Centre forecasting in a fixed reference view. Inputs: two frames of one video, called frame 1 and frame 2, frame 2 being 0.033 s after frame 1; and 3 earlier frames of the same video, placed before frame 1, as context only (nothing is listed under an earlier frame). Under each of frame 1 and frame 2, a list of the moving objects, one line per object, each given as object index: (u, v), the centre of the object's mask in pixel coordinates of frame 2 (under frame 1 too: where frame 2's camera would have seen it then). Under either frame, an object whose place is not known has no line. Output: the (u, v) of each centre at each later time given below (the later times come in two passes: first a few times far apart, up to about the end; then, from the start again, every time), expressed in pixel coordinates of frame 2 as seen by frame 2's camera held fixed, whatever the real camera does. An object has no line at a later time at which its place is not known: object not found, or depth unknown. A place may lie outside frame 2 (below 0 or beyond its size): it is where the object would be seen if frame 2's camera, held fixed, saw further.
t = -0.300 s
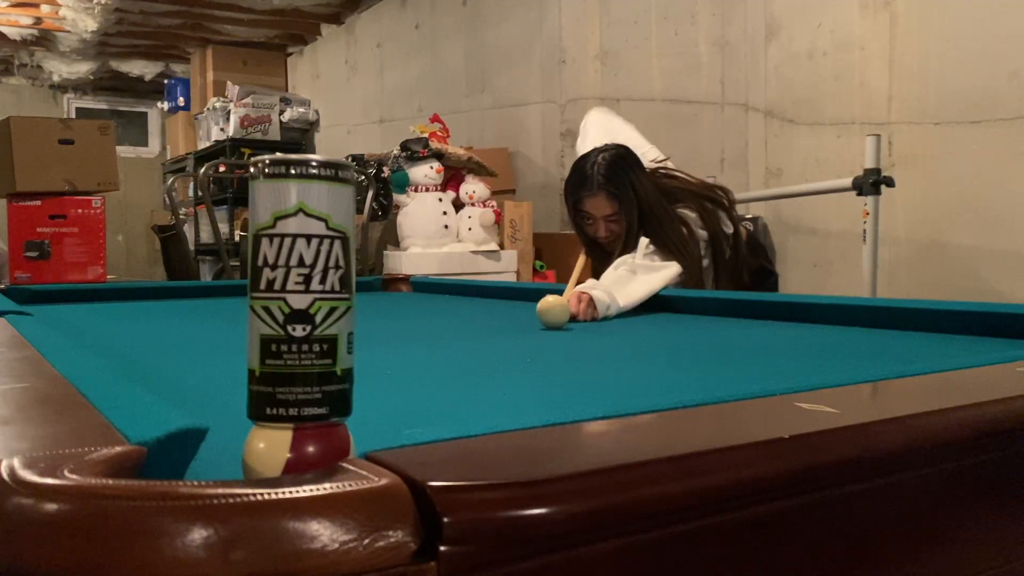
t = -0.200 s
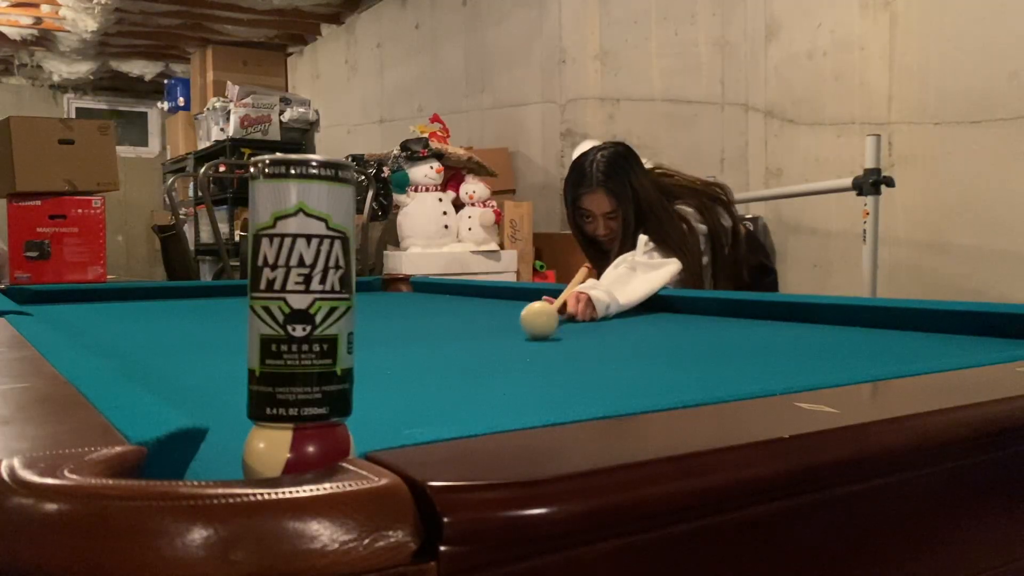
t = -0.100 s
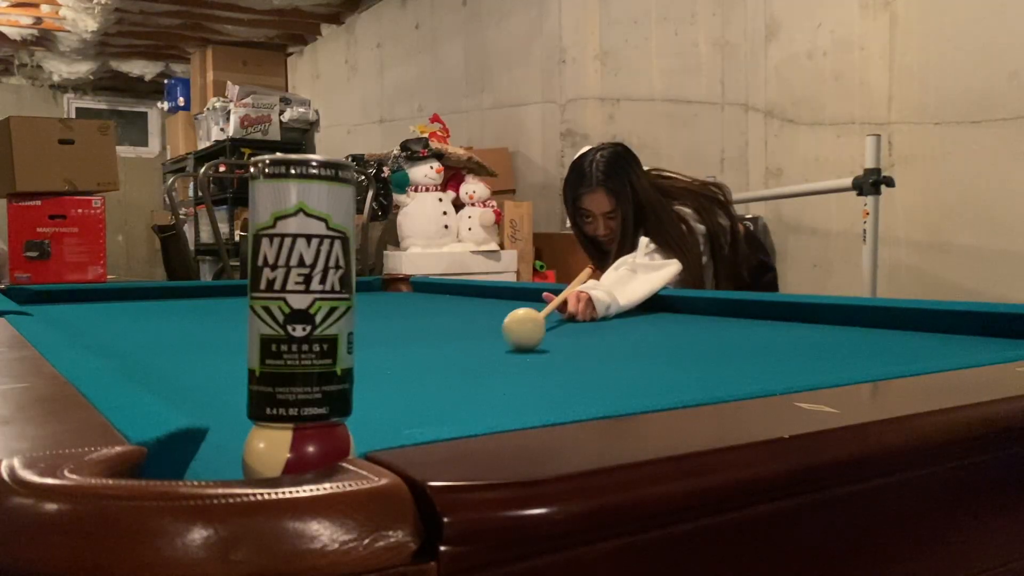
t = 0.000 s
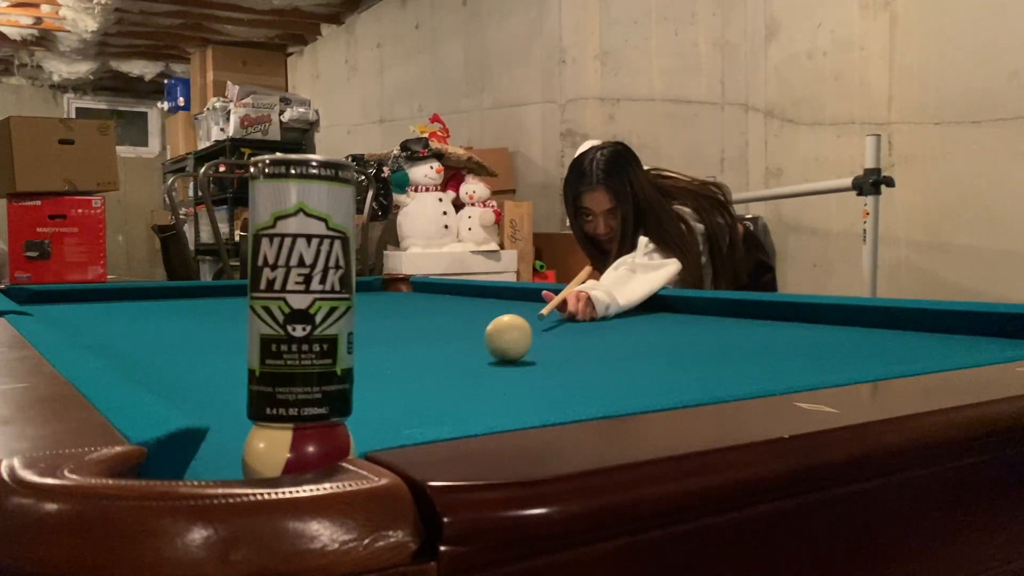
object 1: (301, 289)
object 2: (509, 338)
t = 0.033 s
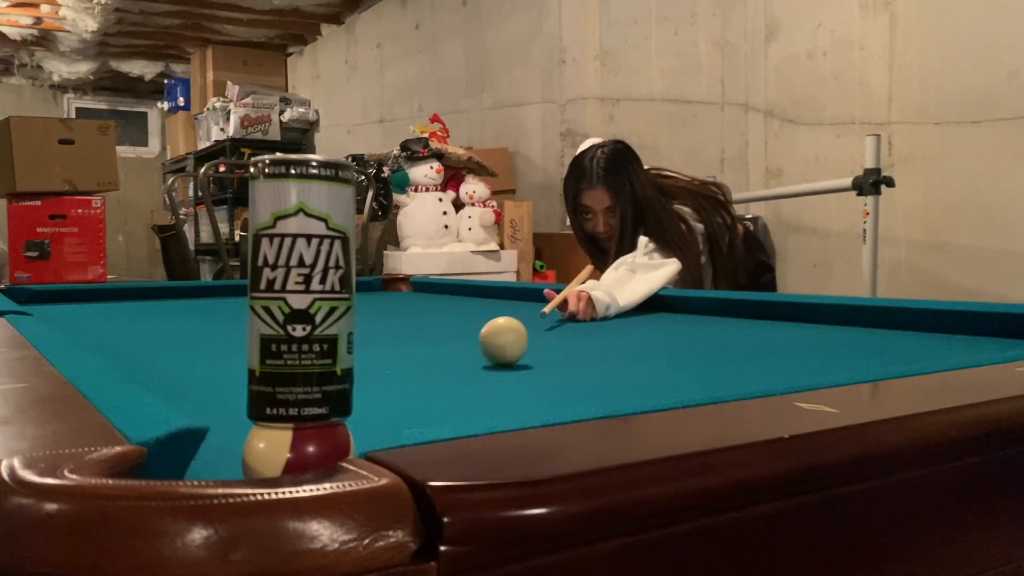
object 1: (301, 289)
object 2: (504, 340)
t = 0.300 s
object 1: (301, 289)
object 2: (454, 370)
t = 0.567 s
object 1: (301, 289)
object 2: (375, 414)
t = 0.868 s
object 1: (205, 410)
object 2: (347, 433)
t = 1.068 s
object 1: (201, 428)
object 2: (317, 444)
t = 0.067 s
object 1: (301, 289)
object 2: (499, 344)
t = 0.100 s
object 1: (301, 289)
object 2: (494, 347)
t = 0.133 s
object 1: (301, 289)
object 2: (488, 350)
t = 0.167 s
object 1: (301, 289)
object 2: (482, 354)
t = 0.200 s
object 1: (301, 289)
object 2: (476, 357)
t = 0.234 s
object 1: (301, 289)
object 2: (469, 361)
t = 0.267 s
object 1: (301, 289)
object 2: (462, 365)
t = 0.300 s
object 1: (301, 289)
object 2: (454, 370)
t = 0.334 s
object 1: (301, 289)
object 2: (446, 376)
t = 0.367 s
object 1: (301, 289)
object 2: (436, 381)
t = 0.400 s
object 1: (301, 289)
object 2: (427, 387)
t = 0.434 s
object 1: (301, 289)
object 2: (416, 392)
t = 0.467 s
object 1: (301, 289)
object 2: (403, 398)
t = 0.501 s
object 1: (301, 289)
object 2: (390, 404)
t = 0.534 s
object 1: (301, 289)
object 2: (383, 409)
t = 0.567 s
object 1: (301, 289)
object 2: (375, 414)
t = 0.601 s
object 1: (296, 283)
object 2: (361, 421)
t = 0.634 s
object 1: (289, 285)
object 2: (352, 424)
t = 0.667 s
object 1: (281, 308)
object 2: (350, 425)
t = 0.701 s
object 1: (269, 357)
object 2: (349, 427)
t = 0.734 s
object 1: (270, 391)
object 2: (353, 429)
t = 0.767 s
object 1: (241, 383)
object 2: (347, 430)
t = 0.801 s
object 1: (175, 383)
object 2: (347, 431)
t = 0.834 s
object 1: (159, 405)
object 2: (347, 432)
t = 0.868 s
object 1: (205, 410)
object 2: (347, 433)
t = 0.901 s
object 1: (235, 404)
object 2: (349, 433)
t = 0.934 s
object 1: (267, 415)
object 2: (357, 434)
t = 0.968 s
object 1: (264, 431)
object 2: (358, 434)
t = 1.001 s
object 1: (229, 426)
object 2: (332, 440)
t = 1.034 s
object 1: (210, 426)
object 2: (323, 442)
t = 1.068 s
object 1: (201, 428)
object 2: (317, 444)
